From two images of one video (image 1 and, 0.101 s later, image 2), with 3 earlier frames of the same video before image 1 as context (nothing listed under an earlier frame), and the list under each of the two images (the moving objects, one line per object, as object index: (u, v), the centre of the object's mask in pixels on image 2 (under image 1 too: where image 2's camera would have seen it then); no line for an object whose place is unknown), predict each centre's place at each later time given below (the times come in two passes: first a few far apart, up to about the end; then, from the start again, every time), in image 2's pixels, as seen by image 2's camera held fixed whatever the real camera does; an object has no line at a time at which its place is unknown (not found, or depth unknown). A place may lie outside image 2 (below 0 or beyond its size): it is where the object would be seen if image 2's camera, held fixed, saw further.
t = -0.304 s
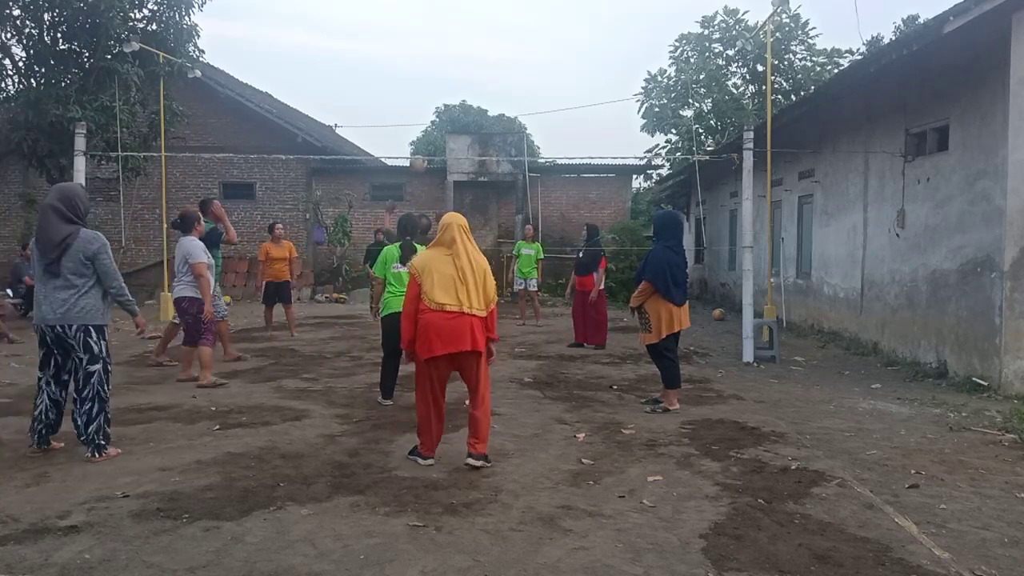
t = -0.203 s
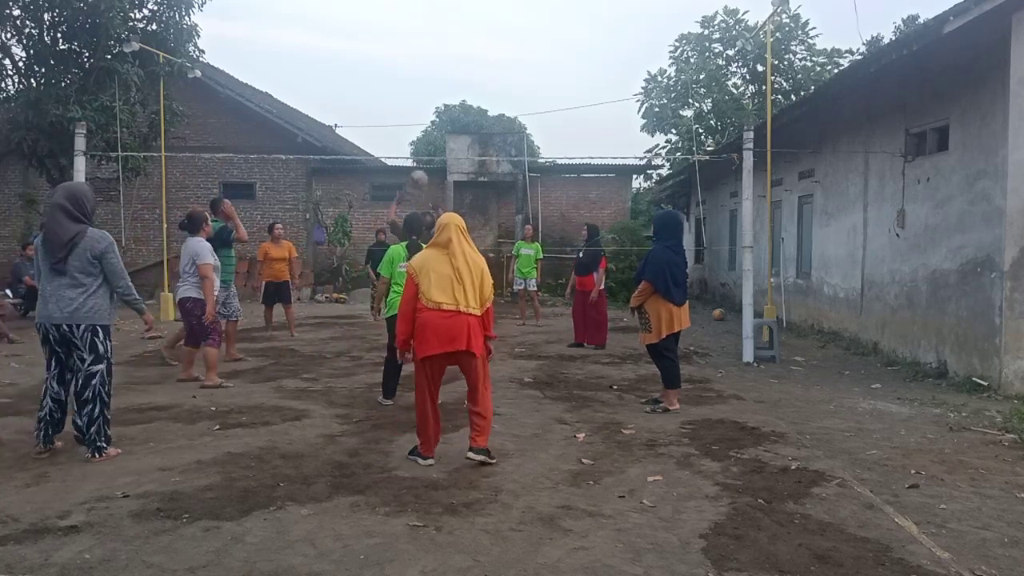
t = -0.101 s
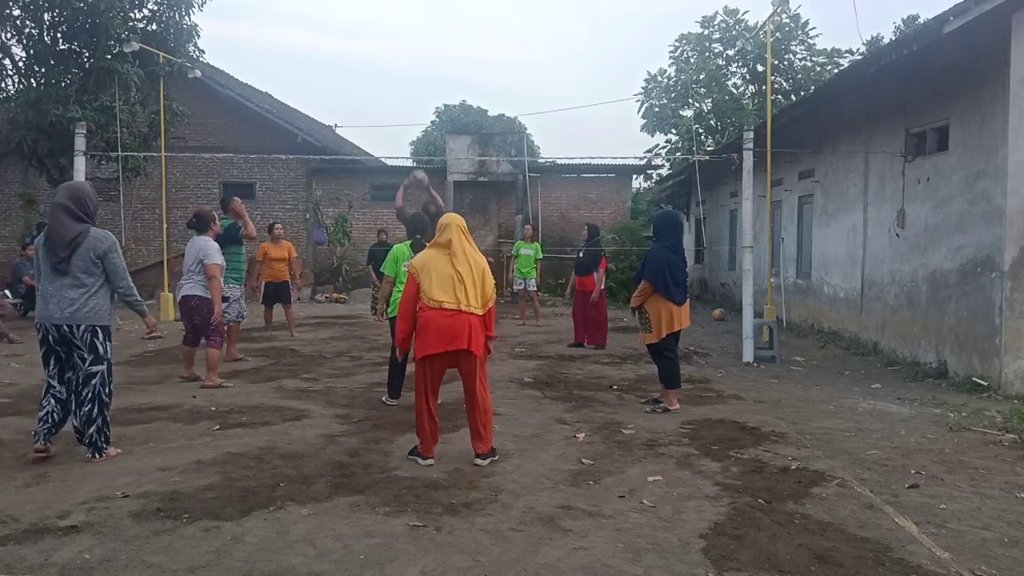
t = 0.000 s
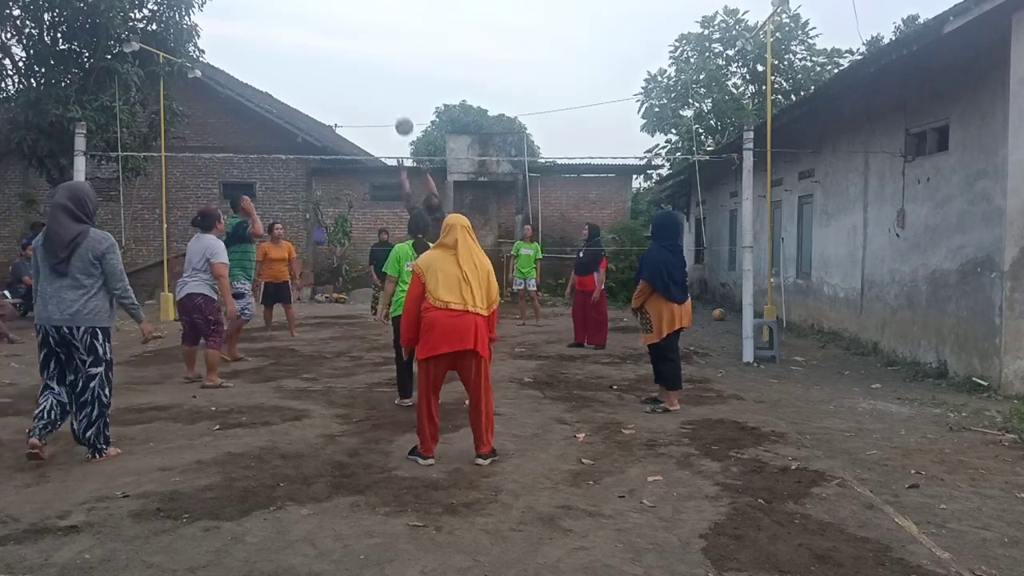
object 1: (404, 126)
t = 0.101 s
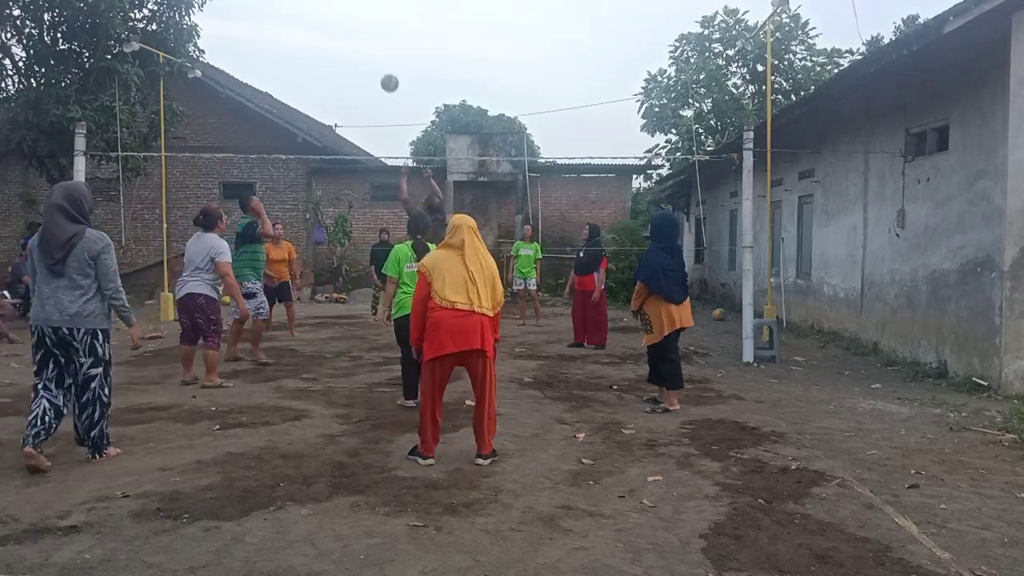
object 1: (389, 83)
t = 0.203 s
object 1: (375, 49)
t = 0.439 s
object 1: (345, 7)
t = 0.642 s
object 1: (319, 8)
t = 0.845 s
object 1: (296, 43)
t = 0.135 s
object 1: (384, 71)
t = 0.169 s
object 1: (380, 59)
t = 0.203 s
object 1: (375, 49)
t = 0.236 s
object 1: (371, 40)
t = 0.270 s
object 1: (366, 32)
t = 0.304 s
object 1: (362, 25)
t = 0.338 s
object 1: (358, 19)
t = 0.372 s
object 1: (353, 13)
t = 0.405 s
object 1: (349, 9)
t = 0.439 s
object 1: (345, 7)
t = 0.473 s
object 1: (341, 6)
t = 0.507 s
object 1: (336, 5)
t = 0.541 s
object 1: (332, 5)
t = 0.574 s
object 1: (328, 6)
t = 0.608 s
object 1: (324, 7)
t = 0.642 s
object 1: (319, 8)
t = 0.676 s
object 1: (315, 11)
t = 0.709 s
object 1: (311, 16)
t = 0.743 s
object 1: (307, 22)
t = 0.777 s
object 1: (303, 28)
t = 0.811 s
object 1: (299, 35)
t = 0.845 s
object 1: (296, 43)
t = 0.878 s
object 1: (292, 52)
